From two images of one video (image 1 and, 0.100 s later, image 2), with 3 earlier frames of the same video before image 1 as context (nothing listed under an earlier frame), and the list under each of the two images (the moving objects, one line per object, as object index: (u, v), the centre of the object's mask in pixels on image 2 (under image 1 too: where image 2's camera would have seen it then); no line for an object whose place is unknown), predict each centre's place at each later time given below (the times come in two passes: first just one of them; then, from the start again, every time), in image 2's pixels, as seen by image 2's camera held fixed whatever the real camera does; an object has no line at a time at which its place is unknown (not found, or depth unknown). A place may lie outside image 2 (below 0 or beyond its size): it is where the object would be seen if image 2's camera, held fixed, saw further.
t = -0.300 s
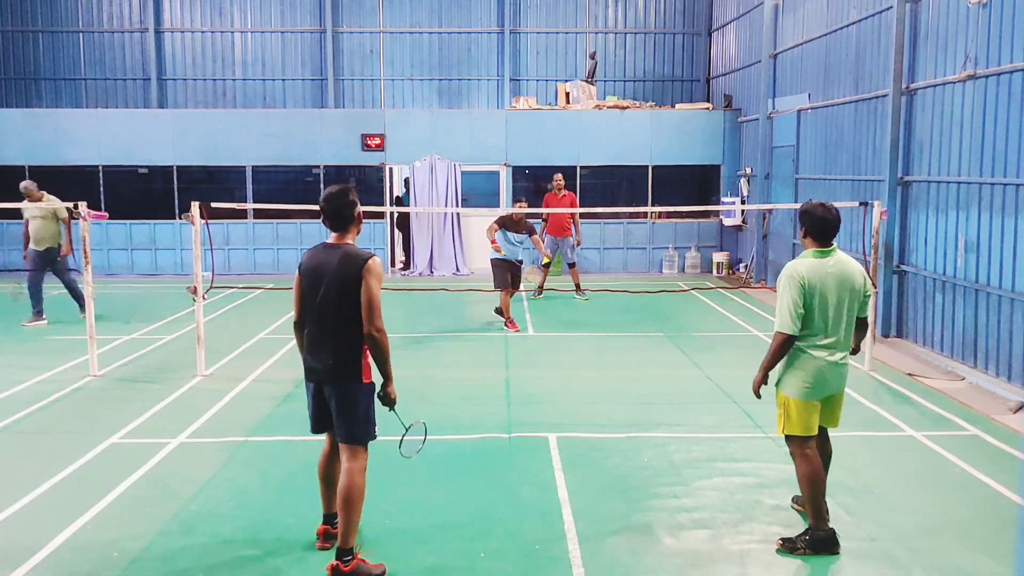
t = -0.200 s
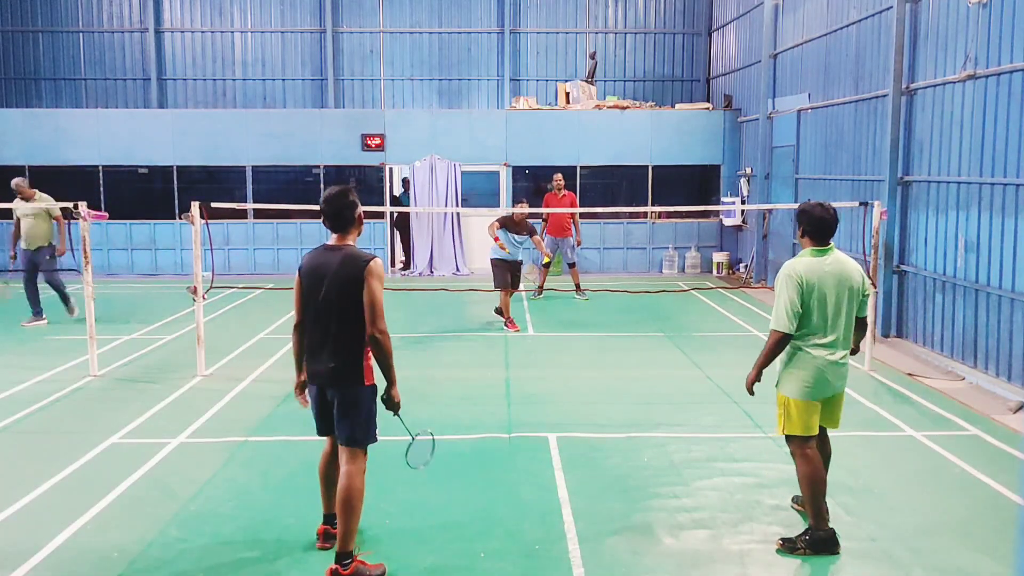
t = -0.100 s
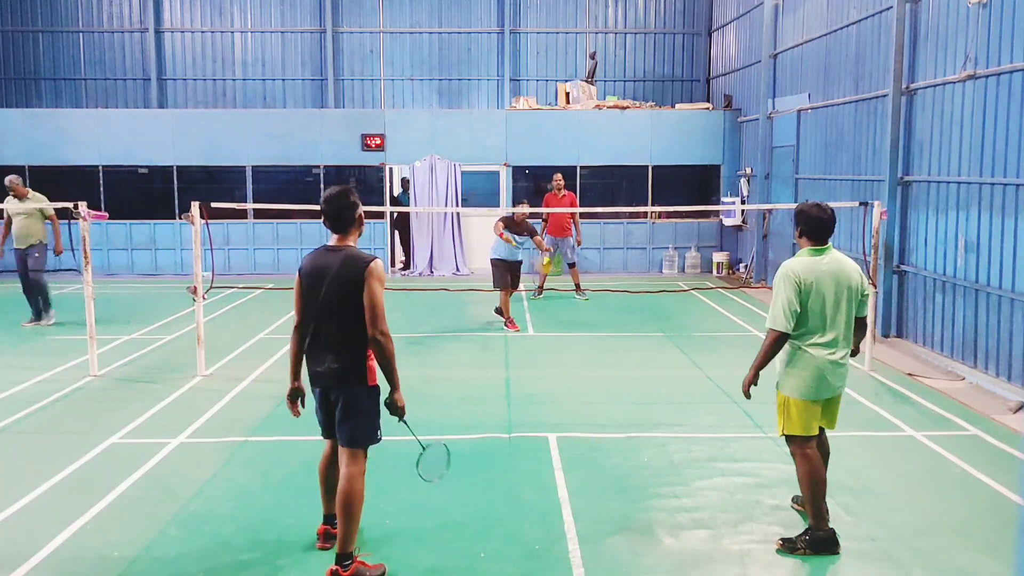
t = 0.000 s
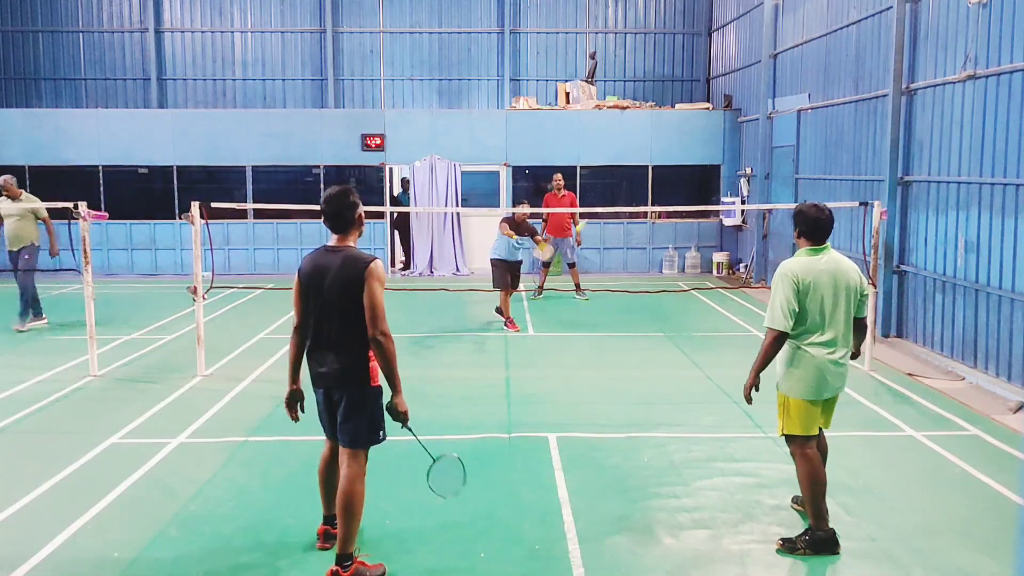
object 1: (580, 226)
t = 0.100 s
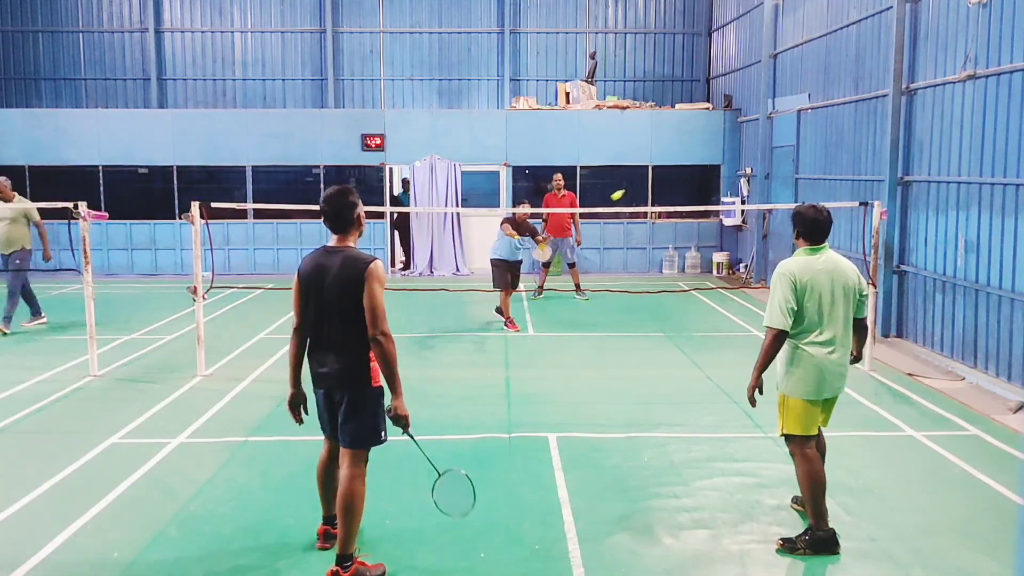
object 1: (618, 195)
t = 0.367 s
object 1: (711, 168)
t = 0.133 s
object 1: (629, 188)
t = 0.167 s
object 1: (641, 182)
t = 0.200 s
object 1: (653, 176)
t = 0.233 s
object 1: (666, 172)
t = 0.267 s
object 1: (677, 169)
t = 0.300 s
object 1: (689, 167)
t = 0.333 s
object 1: (700, 167)
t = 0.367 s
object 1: (711, 168)
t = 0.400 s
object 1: (723, 171)
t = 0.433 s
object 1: (735, 175)
